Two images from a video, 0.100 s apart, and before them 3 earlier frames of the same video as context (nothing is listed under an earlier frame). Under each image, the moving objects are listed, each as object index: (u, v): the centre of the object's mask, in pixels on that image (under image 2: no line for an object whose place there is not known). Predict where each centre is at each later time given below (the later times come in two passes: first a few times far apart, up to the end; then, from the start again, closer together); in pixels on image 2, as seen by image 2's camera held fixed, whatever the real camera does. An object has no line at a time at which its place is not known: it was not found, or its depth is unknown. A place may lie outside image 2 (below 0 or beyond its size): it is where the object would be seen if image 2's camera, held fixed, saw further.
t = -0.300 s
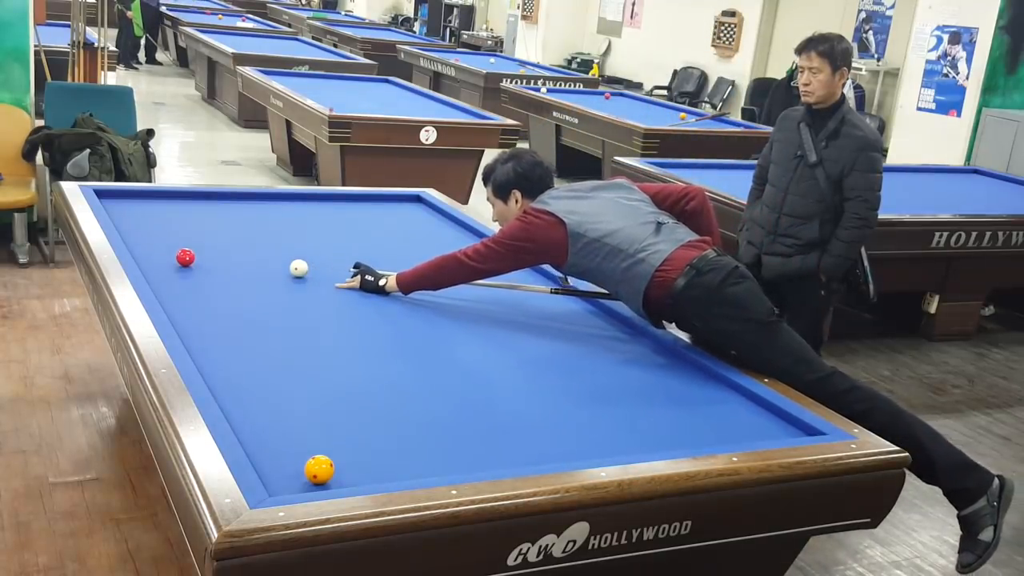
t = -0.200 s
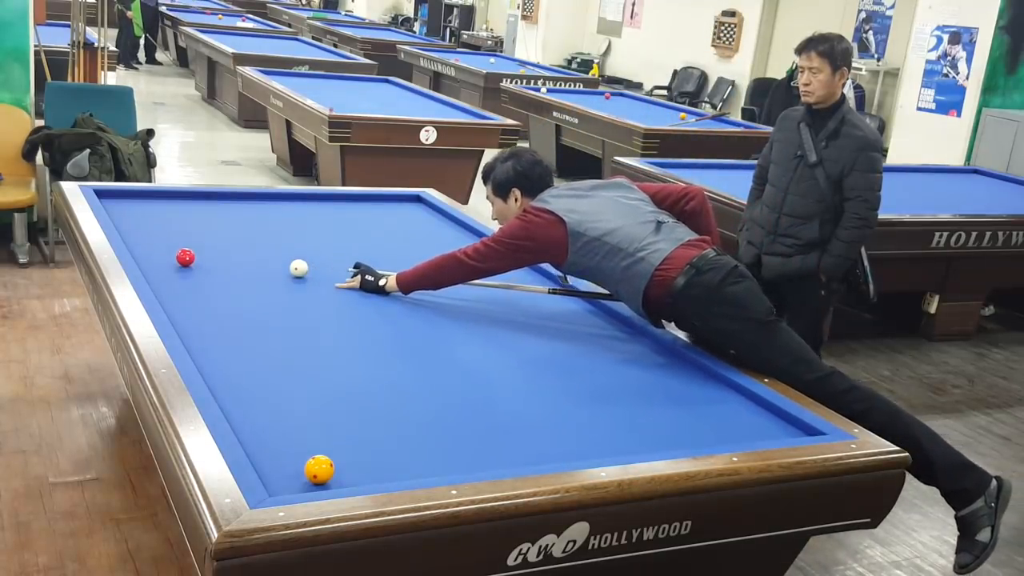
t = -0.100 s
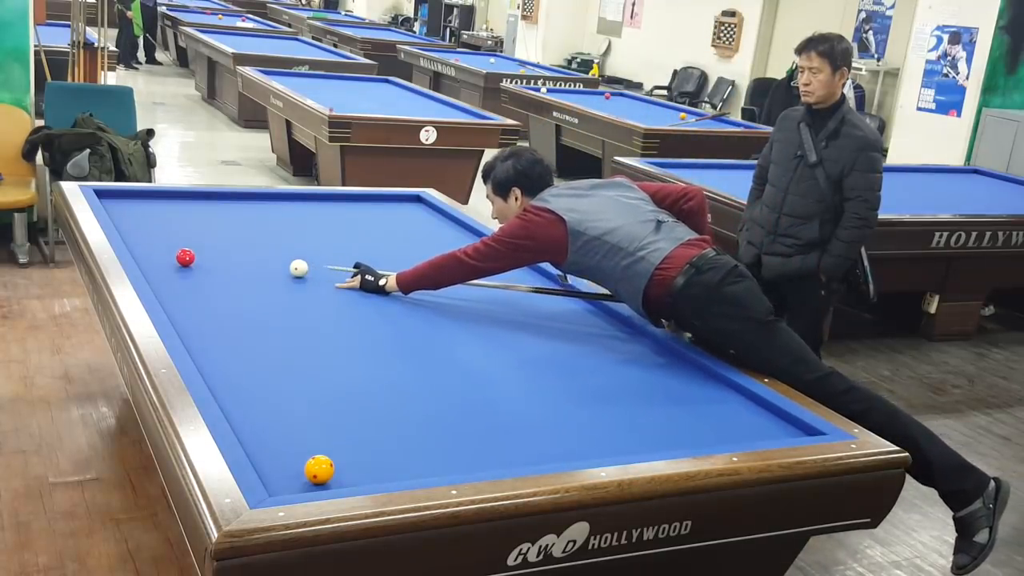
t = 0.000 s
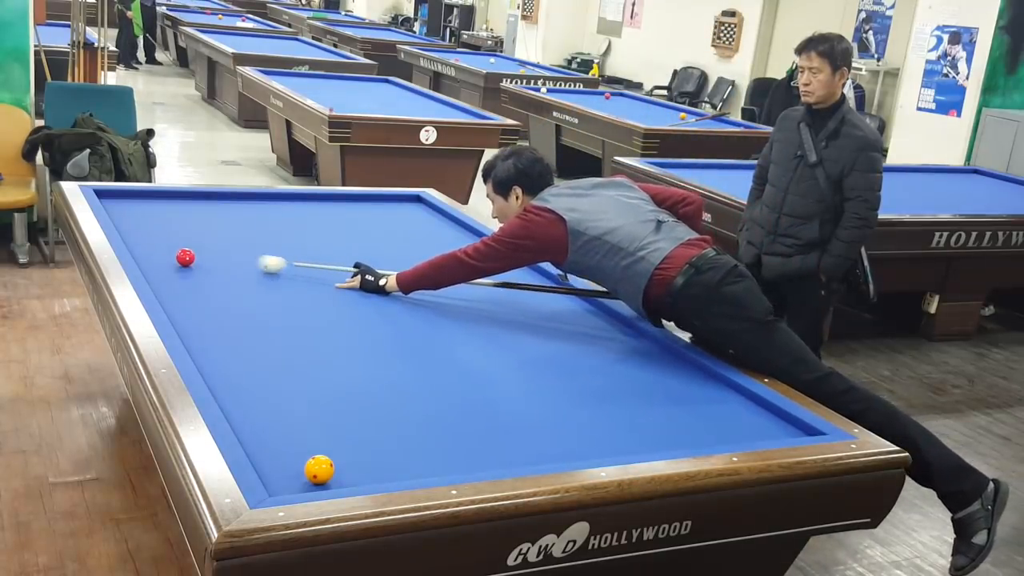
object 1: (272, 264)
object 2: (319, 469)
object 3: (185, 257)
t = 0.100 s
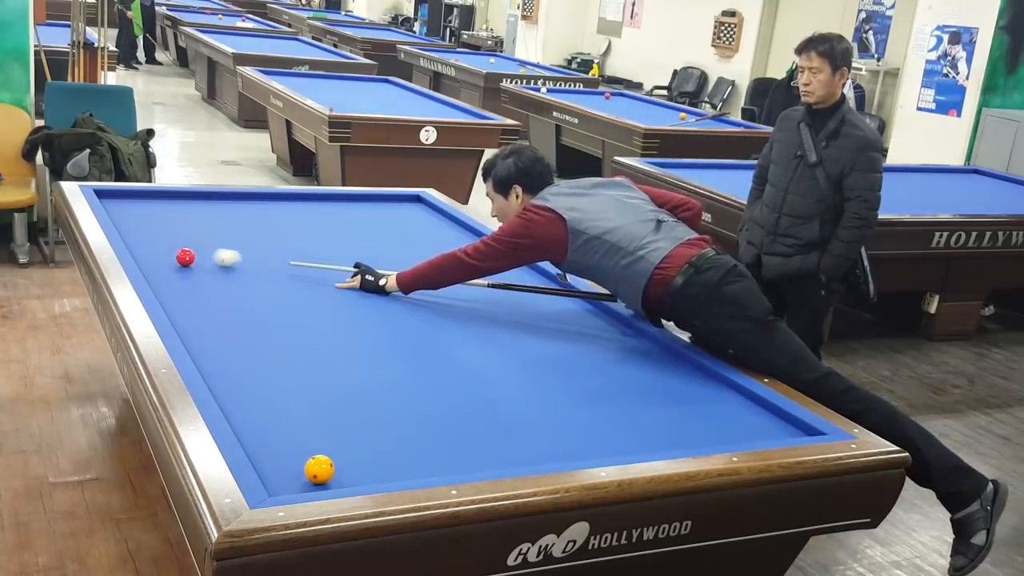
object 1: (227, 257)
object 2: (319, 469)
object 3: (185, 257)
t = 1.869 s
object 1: (387, 219)
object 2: (319, 469)
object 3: (154, 269)
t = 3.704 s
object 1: (418, 288)
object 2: (319, 469)
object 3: (162, 270)
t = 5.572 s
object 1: (307, 393)
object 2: (319, 469)
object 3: (162, 270)
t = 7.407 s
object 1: (298, 482)
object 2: (375, 475)
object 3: (162, 270)
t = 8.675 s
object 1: (293, 482)
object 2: (398, 463)
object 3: (162, 270)
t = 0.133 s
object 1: (212, 255)
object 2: (319, 469)
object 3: (185, 257)
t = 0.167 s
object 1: (201, 252)
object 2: (319, 469)
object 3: (185, 257)
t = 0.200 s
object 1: (185, 247)
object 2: (319, 469)
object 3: (184, 258)
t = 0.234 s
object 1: (170, 247)
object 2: (319, 469)
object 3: (183, 258)
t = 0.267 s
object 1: (158, 246)
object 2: (319, 469)
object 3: (182, 258)
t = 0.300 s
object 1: (145, 243)
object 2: (319, 469)
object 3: (180, 258)
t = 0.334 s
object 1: (134, 241)
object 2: (319, 469)
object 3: (179, 258)
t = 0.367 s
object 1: (135, 239)
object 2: (319, 469)
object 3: (178, 259)
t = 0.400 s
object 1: (143, 236)
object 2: (319, 469)
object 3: (177, 259)
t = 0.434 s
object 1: (150, 234)
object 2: (319, 469)
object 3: (176, 259)
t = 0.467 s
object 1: (157, 232)
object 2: (319, 469)
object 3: (175, 260)
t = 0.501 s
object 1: (163, 229)
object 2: (319, 469)
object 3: (174, 260)
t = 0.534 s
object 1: (167, 227)
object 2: (319, 469)
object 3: (173, 260)
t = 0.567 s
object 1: (172, 225)
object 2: (319, 469)
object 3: (172, 261)
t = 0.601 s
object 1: (177, 223)
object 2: (319, 469)
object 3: (171, 261)
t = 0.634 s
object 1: (181, 221)
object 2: (319, 469)
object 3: (170, 261)
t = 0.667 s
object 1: (185, 219)
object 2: (319, 469)
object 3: (169, 261)
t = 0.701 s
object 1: (189, 217)
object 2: (319, 469)
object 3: (167, 262)
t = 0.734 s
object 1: (193, 215)
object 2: (319, 469)
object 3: (166, 262)
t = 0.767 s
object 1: (197, 213)
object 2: (319, 469)
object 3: (165, 262)
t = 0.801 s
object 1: (201, 211)
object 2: (319, 469)
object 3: (164, 262)
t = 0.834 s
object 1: (205, 209)
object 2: (319, 469)
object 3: (163, 263)
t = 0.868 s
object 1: (209, 207)
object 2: (319, 469)
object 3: (162, 263)
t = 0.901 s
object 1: (213, 206)
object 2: (319, 469)
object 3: (161, 263)
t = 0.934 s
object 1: (216, 204)
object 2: (319, 469)
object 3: (160, 264)
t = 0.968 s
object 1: (220, 202)
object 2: (319, 469)
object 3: (159, 264)
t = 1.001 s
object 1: (224, 201)
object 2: (319, 469)
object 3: (158, 264)
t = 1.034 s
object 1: (227, 199)
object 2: (319, 469)
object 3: (157, 264)
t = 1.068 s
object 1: (230, 197)
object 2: (319, 469)
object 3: (156, 265)
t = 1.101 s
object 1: (234, 196)
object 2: (319, 469)
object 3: (155, 265)
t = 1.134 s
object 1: (238, 194)
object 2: (319, 469)
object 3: (154, 265)
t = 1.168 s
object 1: (245, 195)
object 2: (319, 469)
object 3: (154, 266)
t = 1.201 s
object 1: (252, 197)
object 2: (319, 469)
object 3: (153, 266)
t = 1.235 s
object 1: (259, 199)
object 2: (319, 469)
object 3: (152, 266)
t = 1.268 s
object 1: (266, 200)
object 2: (319, 469)
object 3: (151, 266)
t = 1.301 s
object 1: (273, 201)
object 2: (319, 469)
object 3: (150, 266)
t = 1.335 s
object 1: (280, 202)
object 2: (319, 469)
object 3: (149, 266)
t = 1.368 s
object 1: (287, 203)
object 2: (319, 469)
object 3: (148, 267)
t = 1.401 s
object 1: (293, 204)
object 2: (319, 469)
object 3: (148, 267)
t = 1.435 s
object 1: (300, 205)
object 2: (319, 469)
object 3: (147, 267)
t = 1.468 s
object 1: (307, 206)
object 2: (319, 469)
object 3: (148, 267)
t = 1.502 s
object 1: (314, 208)
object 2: (319, 469)
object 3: (148, 267)
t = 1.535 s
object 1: (320, 209)
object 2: (319, 469)
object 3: (149, 268)
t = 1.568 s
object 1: (327, 209)
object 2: (319, 469)
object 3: (149, 267)
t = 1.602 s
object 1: (334, 211)
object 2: (319, 469)
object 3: (150, 268)
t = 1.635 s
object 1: (340, 211)
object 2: (319, 469)
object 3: (150, 268)
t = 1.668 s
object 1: (348, 213)
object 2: (319, 469)
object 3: (151, 268)
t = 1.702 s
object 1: (354, 214)
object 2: (319, 469)
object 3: (151, 268)
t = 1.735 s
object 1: (361, 215)
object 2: (319, 469)
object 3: (152, 268)
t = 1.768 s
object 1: (367, 216)
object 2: (319, 469)
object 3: (152, 269)
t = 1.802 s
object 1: (374, 217)
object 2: (319, 469)
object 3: (153, 269)
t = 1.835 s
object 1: (381, 218)
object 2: (319, 469)
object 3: (153, 269)
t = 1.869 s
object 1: (387, 219)
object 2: (319, 469)
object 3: (154, 269)
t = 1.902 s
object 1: (394, 221)
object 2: (319, 469)
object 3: (154, 269)
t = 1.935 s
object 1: (401, 222)
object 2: (319, 469)
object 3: (155, 269)
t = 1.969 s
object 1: (408, 223)
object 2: (319, 469)
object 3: (155, 269)
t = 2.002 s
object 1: (414, 224)
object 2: (319, 469)
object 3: (156, 269)
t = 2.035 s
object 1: (421, 225)
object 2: (319, 469)
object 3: (156, 269)
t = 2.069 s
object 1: (427, 226)
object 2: (319, 469)
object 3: (157, 269)
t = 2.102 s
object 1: (434, 227)
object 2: (319, 469)
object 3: (157, 269)
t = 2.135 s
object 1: (441, 228)
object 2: (319, 469)
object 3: (157, 269)
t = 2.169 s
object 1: (448, 229)
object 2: (319, 469)
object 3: (158, 269)
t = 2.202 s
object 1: (454, 230)
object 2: (319, 469)
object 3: (158, 269)
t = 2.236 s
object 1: (461, 231)
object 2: (319, 469)
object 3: (158, 269)
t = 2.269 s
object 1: (468, 232)
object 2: (319, 469)
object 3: (159, 269)
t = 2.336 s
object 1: (476, 234)
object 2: (319, 469)
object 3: (159, 269)
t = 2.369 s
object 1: (474, 236)
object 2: (319, 469)
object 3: (160, 270)
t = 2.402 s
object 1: (472, 237)
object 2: (319, 469)
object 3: (160, 270)
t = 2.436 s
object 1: (471, 238)
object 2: (319, 469)
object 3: (160, 270)
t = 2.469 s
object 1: (469, 239)
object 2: (319, 469)
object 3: (160, 270)
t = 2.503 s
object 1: (468, 240)
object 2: (319, 469)
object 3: (161, 270)
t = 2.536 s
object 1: (467, 241)
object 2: (319, 469)
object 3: (161, 270)
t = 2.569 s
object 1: (465, 242)
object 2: (319, 469)
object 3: (161, 270)
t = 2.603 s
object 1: (464, 243)
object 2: (319, 469)
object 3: (161, 270)
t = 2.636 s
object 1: (463, 245)
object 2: (319, 469)
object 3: (161, 270)
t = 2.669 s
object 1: (462, 246)
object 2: (319, 469)
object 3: (161, 270)
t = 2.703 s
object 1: (460, 247)
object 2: (319, 469)
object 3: (162, 270)
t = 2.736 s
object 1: (459, 249)
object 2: (319, 469)
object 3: (162, 270)
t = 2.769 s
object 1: (458, 250)
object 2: (319, 469)
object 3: (162, 270)
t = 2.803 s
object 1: (457, 251)
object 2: (319, 469)
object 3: (162, 270)
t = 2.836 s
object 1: (455, 252)
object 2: (319, 469)
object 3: (162, 270)
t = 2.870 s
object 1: (454, 254)
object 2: (319, 469)
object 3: (162, 270)
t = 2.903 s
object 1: (453, 255)
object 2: (319, 469)
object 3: (162, 270)
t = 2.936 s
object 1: (451, 256)
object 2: (319, 469)
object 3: (162, 270)
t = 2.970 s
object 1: (450, 257)
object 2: (319, 469)
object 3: (162, 270)
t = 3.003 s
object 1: (448, 258)
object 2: (319, 469)
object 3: (162, 270)
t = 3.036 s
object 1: (447, 260)
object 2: (319, 469)
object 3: (162, 270)
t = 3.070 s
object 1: (446, 261)
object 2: (319, 469)
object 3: (162, 270)
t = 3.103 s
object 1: (444, 262)
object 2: (319, 469)
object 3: (162, 271)
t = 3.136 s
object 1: (443, 264)
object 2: (319, 469)
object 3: (162, 270)
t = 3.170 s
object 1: (442, 265)
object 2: (319, 469)
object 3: (162, 271)
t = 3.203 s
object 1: (440, 266)
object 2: (319, 469)
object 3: (162, 271)
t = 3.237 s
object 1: (439, 268)
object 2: (319, 469)
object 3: (162, 271)
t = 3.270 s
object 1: (437, 269)
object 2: (319, 469)
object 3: (162, 271)
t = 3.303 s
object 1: (436, 270)
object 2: (319, 469)
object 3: (162, 271)
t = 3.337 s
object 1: (434, 272)
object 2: (319, 469)
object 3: (162, 271)
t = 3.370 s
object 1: (433, 273)
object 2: (319, 469)
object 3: (162, 270)
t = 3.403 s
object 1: (432, 275)
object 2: (319, 469)
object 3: (162, 271)
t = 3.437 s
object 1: (430, 276)
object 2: (319, 469)
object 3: (162, 271)
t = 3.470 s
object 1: (428, 277)
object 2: (319, 469)
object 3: (162, 270)
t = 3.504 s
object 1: (427, 279)
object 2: (319, 469)
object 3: (162, 270)
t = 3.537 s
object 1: (425, 280)
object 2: (319, 469)
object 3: (162, 270)
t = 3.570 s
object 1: (424, 282)
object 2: (319, 469)
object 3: (162, 271)
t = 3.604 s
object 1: (422, 283)
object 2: (319, 469)
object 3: (162, 270)
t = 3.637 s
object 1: (421, 285)
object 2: (319, 469)
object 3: (162, 270)
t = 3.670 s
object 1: (419, 286)
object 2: (319, 469)
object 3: (162, 270)
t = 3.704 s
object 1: (418, 288)
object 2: (319, 469)
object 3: (162, 270)
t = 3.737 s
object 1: (416, 289)
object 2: (319, 469)
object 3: (162, 270)
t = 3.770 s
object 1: (414, 291)
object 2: (319, 469)
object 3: (162, 270)
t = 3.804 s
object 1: (413, 292)
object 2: (319, 469)
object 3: (162, 271)
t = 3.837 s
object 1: (411, 294)
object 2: (319, 469)
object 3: (162, 270)
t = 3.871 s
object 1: (409, 295)
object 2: (319, 469)
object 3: (162, 270)
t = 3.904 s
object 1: (408, 297)
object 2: (319, 469)
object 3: (162, 270)
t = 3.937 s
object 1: (406, 299)
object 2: (319, 469)
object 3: (162, 271)
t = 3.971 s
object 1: (404, 300)
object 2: (319, 469)
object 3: (162, 271)
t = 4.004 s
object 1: (403, 302)
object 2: (319, 469)
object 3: (162, 271)
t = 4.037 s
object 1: (401, 303)
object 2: (319, 469)
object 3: (162, 271)
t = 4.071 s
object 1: (399, 305)
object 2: (319, 469)
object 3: (162, 271)
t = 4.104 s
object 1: (398, 307)
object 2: (319, 469)
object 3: (162, 271)
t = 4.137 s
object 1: (396, 308)
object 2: (319, 469)
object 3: (162, 271)
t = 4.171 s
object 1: (394, 310)
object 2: (319, 469)
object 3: (162, 271)
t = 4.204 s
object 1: (392, 311)
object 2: (319, 469)
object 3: (162, 271)
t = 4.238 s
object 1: (391, 313)
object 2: (319, 469)
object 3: (162, 271)
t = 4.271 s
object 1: (389, 315)
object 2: (319, 469)
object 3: (162, 271)
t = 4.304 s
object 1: (387, 317)
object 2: (319, 469)
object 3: (162, 271)
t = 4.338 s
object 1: (385, 318)
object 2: (319, 469)
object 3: (162, 271)
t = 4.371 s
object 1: (383, 320)
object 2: (319, 469)
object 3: (162, 271)
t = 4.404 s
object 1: (382, 322)
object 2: (319, 469)
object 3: (162, 271)
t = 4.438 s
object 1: (380, 324)
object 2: (319, 469)
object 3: (162, 271)
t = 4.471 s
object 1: (378, 326)
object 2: (319, 469)
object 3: (162, 271)
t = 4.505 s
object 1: (376, 327)
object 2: (319, 469)
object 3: (162, 271)
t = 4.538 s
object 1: (374, 329)
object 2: (319, 469)
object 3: (162, 271)
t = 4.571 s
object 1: (372, 331)
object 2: (319, 469)
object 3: (162, 271)
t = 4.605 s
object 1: (370, 333)
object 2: (319, 469)
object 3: (162, 271)
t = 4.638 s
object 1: (368, 334)
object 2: (319, 469)
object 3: (162, 271)
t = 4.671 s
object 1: (366, 336)
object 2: (319, 469)
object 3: (162, 271)
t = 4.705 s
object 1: (364, 338)
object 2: (319, 469)
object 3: (162, 271)
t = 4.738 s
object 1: (362, 340)
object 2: (319, 469)
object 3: (162, 271)
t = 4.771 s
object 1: (360, 342)
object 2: (319, 469)
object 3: (162, 271)
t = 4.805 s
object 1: (359, 344)
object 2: (319, 469)
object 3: (162, 271)
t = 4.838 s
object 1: (356, 346)
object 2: (319, 469)
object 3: (162, 271)
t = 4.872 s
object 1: (354, 348)
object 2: (319, 469)
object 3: (162, 271)
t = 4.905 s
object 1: (352, 350)
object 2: (319, 469)
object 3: (162, 271)
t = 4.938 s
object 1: (350, 352)
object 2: (319, 469)
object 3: (162, 271)
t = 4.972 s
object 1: (348, 354)
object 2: (319, 469)
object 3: (162, 271)
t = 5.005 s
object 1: (346, 356)
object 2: (319, 469)
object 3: (162, 271)
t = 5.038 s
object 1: (344, 358)
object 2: (319, 469)
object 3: (162, 271)
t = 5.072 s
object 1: (342, 360)
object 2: (319, 469)
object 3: (162, 271)
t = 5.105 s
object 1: (339, 362)
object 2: (319, 469)
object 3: (162, 271)
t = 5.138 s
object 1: (337, 364)
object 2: (319, 469)
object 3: (162, 271)
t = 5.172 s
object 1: (335, 366)
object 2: (319, 469)
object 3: (162, 271)
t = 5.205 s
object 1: (333, 369)
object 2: (319, 469)
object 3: (162, 271)
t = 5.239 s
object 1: (330, 371)
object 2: (319, 469)
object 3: (162, 271)
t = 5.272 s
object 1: (328, 373)
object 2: (319, 469)
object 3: (162, 271)
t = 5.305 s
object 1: (326, 375)
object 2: (319, 469)
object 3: (162, 271)
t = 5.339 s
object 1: (324, 377)
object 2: (319, 469)
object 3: (162, 271)
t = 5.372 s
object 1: (321, 379)
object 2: (319, 469)
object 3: (162, 271)
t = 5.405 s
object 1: (319, 382)
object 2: (319, 469)
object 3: (162, 270)
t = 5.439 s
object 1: (317, 384)
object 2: (319, 469)
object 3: (162, 271)
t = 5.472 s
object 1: (314, 386)
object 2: (319, 469)
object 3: (162, 270)
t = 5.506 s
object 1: (312, 389)
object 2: (319, 469)
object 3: (162, 271)
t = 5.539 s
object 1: (309, 391)
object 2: (319, 469)
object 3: (162, 270)
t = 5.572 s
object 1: (307, 393)
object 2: (319, 469)
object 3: (162, 270)
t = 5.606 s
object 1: (305, 396)
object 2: (319, 469)
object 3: (162, 270)
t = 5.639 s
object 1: (302, 398)
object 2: (319, 469)
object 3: (162, 271)
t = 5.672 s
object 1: (299, 401)
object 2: (319, 469)
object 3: (162, 271)
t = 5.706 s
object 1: (297, 403)
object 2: (319, 469)
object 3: (162, 271)
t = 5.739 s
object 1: (294, 405)
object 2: (319, 469)
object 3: (162, 271)
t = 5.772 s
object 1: (292, 408)
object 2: (319, 469)
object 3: (162, 271)
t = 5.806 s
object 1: (289, 410)
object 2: (319, 469)
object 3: (162, 271)
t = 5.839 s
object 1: (286, 413)
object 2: (319, 469)
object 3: (162, 271)
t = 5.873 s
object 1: (284, 415)
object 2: (319, 469)
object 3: (162, 271)
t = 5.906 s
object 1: (281, 418)
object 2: (319, 469)
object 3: (162, 271)
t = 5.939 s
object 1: (279, 421)
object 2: (319, 469)
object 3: (162, 271)
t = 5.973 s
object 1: (276, 423)
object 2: (319, 469)
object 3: (162, 271)
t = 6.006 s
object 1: (273, 426)
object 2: (319, 469)
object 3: (162, 271)
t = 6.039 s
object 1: (270, 428)
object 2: (319, 469)
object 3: (162, 271)
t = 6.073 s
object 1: (268, 431)
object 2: (319, 469)
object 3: (162, 271)
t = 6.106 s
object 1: (265, 434)
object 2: (319, 469)
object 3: (162, 271)
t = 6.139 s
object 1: (262, 437)
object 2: (319, 469)
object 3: (162, 271)
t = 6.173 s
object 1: (259, 439)
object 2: (319, 469)
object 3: (162, 271)
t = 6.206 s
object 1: (257, 442)
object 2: (319, 469)
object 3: (162, 271)
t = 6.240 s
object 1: (255, 445)
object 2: (319, 469)
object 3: (162, 271)
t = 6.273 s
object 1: (258, 446)
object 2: (319, 469)
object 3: (162, 271)
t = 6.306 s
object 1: (261, 449)
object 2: (319, 469)
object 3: (162, 271)
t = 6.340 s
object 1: (264, 450)
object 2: (319, 469)
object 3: (162, 271)
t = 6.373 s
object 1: (267, 452)
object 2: (319, 469)
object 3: (162, 271)
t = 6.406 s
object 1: (271, 454)
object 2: (319, 469)
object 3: (162, 271)
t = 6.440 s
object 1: (274, 455)
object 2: (319, 469)
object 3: (162, 271)
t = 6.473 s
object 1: (278, 457)
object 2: (319, 469)
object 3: (162, 271)
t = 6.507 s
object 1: (282, 459)
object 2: (319, 469)
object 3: (162, 271)
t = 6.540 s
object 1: (285, 461)
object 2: (319, 469)
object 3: (162, 271)
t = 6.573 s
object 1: (289, 462)
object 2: (319, 469)
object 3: (162, 271)
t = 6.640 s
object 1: (291, 465)
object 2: (323, 470)
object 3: (162, 271)
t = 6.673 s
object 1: (292, 466)
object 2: (326, 471)
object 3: (162, 271)
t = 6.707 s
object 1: (292, 467)
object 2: (328, 471)
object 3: (162, 271)
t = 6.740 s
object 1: (292, 468)
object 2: (331, 472)
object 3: (162, 271)
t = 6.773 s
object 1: (292, 469)
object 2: (334, 472)
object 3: (162, 271)
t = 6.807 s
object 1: (293, 470)
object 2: (337, 473)
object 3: (162, 271)
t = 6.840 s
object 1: (293, 471)
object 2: (339, 473)
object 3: (162, 271)
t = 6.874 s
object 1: (293, 472)
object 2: (342, 474)
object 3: (162, 271)
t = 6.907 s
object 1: (293, 472)
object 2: (344, 474)
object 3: (162, 271)
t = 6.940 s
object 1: (294, 473)
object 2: (347, 474)
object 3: (162, 271)
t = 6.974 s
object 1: (294, 474)
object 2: (350, 475)
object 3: (162, 271)
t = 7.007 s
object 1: (294, 475)
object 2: (352, 475)
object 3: (162, 271)
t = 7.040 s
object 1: (295, 476)
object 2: (355, 476)
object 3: (162, 271)
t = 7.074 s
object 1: (295, 477)
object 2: (357, 476)
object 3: (162, 271)
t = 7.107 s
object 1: (295, 477)
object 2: (360, 476)
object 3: (162, 271)
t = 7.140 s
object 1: (296, 478)
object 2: (362, 476)
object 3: (162, 271)
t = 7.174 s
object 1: (296, 479)
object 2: (365, 476)
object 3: (162, 271)
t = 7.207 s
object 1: (296, 479)
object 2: (367, 477)
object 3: (162, 271)
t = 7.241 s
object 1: (297, 480)
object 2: (370, 477)
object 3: (162, 271)
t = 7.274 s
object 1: (297, 480)
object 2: (371, 477)
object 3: (162, 271)
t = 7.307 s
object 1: (297, 481)
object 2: (372, 476)
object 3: (162, 270)
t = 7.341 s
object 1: (298, 481)
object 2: (373, 476)
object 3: (162, 270)
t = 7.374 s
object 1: (298, 482)
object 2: (374, 476)
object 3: (162, 270)
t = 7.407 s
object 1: (298, 482)
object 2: (375, 475)
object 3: (162, 270)
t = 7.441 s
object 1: (298, 483)
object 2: (376, 475)
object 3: (162, 270)
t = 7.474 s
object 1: (298, 483)
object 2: (377, 475)
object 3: (162, 270)
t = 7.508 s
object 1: (298, 484)
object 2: (378, 474)
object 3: (162, 270)
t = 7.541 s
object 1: (298, 484)
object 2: (378, 474)
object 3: (162, 270)
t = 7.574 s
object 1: (298, 485)
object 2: (379, 473)
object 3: (162, 270)
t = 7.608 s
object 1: (298, 485)
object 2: (380, 473)
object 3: (162, 270)
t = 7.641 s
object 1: (298, 485)
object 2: (381, 473)
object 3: (162, 270)
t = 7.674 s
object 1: (298, 485)
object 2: (381, 472)
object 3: (162, 270)
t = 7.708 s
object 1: (298, 485)
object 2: (382, 472)
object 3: (162, 270)
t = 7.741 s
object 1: (298, 485)
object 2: (383, 472)
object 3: (162, 270)
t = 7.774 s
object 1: (297, 485)
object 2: (384, 471)
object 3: (162, 270)
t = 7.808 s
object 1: (297, 484)
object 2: (384, 471)
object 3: (162, 270)
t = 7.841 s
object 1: (297, 484)
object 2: (385, 471)
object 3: (162, 270)
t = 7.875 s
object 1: (297, 484)
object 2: (386, 470)
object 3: (162, 270)
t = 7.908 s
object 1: (296, 484)
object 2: (386, 470)
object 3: (162, 270)
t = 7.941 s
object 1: (296, 484)
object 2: (387, 470)
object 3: (162, 270)
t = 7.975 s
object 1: (296, 484)
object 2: (388, 469)
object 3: (162, 270)
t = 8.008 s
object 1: (296, 483)
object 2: (388, 469)
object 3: (162, 270)
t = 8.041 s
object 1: (295, 483)
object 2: (389, 469)
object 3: (162, 270)
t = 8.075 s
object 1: (295, 483)
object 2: (389, 468)
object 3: (162, 270)
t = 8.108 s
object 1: (295, 483)
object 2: (390, 468)
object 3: (162, 270)
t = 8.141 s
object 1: (295, 483)
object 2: (391, 468)
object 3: (162, 270)
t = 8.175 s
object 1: (295, 483)
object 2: (391, 467)
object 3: (162, 270)
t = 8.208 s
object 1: (294, 483)
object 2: (392, 467)
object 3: (162, 270)
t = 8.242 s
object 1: (294, 482)
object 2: (392, 467)
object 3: (162, 270)
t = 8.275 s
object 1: (294, 482)
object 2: (393, 467)
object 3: (162, 270)
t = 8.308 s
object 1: (294, 482)
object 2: (394, 466)
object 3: (162, 270)
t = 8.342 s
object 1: (294, 482)
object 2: (394, 466)
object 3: (162, 270)
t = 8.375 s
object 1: (293, 482)
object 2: (394, 466)
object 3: (162, 270)
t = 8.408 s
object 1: (293, 482)
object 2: (395, 465)
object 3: (162, 270)
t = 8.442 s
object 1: (293, 482)
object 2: (395, 465)
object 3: (162, 270)
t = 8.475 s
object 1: (293, 482)
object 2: (396, 465)
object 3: (162, 270)
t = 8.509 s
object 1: (293, 482)
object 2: (396, 464)
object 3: (162, 270)
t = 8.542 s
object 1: (293, 482)
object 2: (397, 464)
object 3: (162, 270)
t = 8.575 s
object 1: (293, 482)
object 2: (397, 464)
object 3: (162, 270)
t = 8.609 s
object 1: (293, 482)
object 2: (397, 464)
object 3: (162, 270)
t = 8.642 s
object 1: (293, 482)
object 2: (398, 463)
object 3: (162, 270)
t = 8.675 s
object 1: (293, 482)
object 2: (398, 463)
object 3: (162, 270)
